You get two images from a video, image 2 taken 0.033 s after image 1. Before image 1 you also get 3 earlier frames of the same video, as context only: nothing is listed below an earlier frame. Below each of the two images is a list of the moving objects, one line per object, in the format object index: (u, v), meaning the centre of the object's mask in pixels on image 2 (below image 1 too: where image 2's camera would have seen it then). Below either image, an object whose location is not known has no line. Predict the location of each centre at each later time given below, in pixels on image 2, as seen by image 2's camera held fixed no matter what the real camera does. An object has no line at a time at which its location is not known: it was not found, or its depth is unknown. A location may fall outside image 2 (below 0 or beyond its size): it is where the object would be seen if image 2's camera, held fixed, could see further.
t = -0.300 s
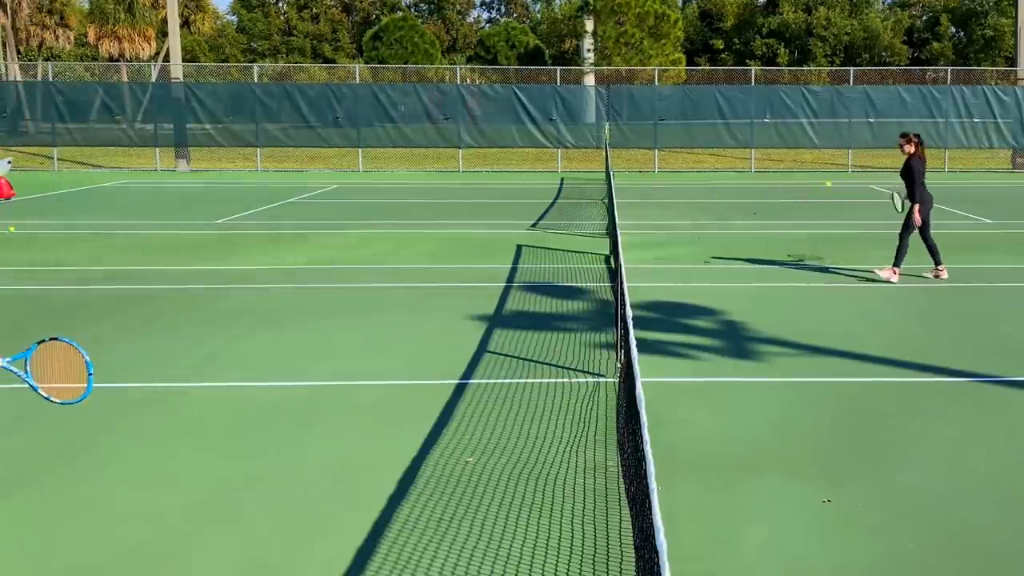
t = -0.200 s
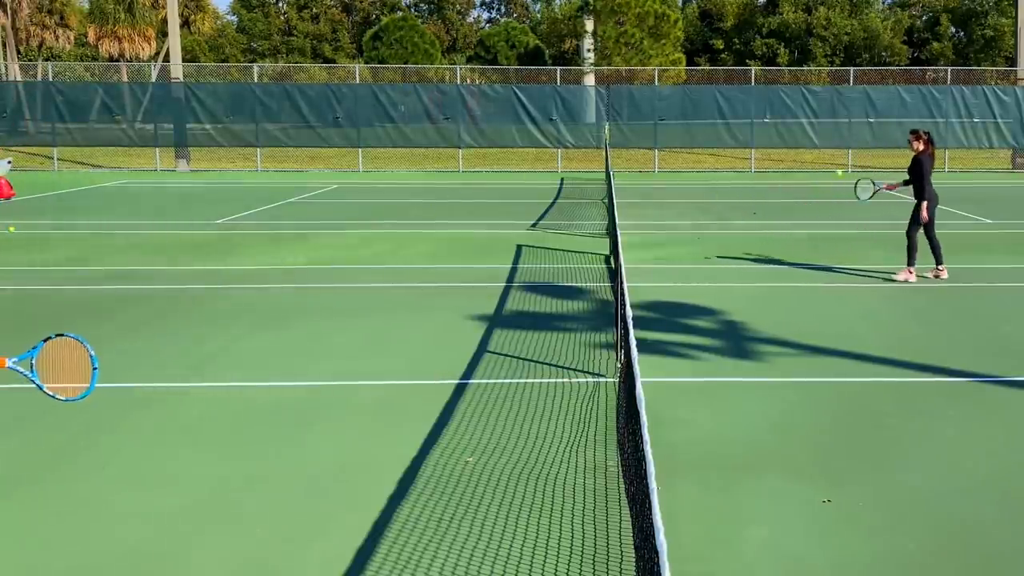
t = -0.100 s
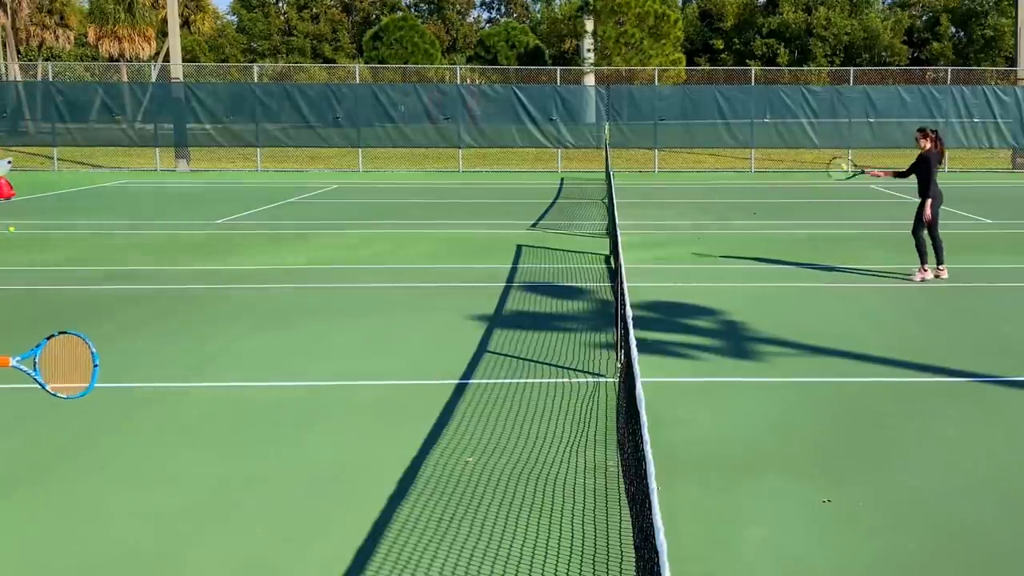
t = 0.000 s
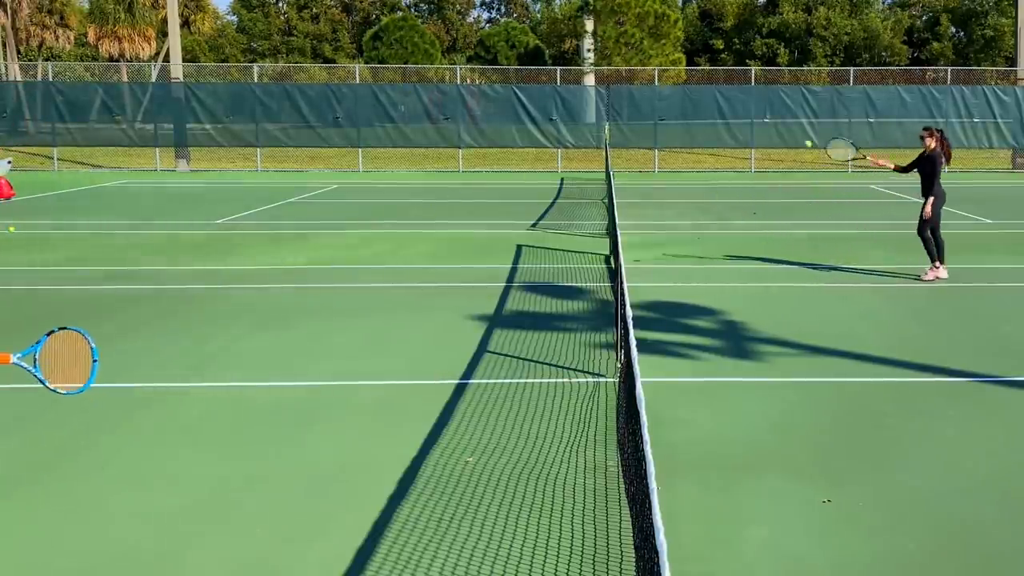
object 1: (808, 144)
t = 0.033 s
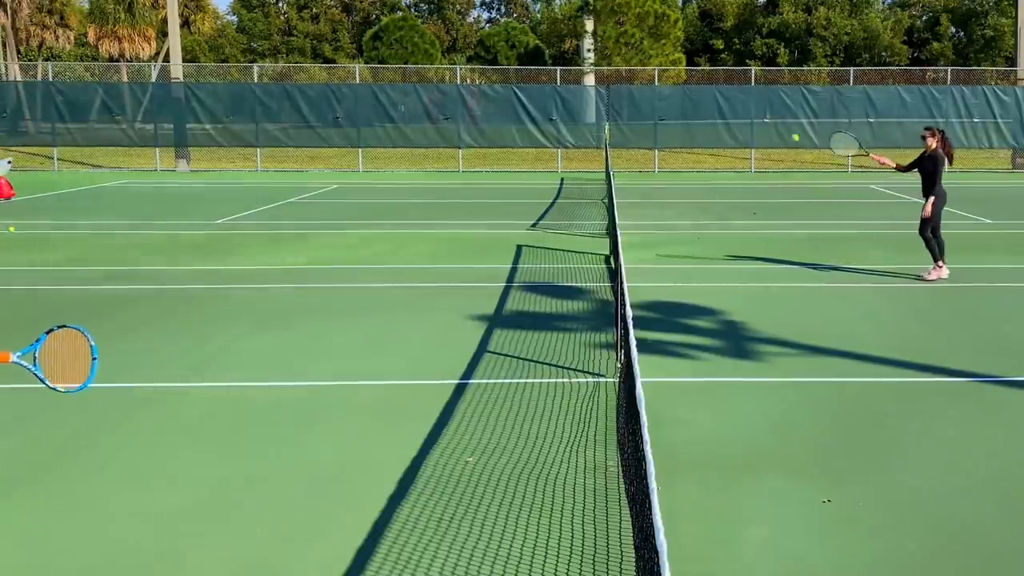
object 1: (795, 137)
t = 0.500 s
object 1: (566, 169)
